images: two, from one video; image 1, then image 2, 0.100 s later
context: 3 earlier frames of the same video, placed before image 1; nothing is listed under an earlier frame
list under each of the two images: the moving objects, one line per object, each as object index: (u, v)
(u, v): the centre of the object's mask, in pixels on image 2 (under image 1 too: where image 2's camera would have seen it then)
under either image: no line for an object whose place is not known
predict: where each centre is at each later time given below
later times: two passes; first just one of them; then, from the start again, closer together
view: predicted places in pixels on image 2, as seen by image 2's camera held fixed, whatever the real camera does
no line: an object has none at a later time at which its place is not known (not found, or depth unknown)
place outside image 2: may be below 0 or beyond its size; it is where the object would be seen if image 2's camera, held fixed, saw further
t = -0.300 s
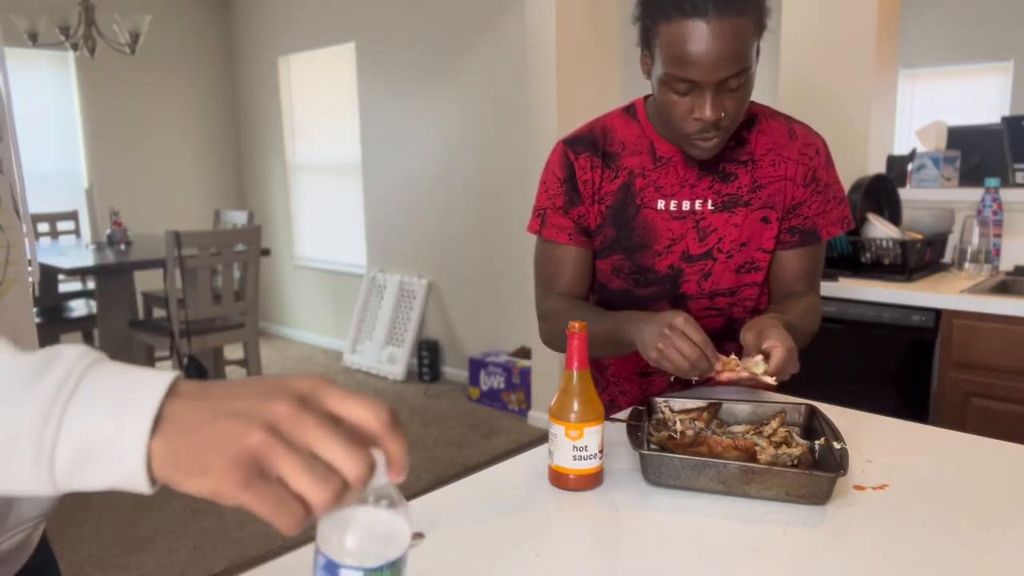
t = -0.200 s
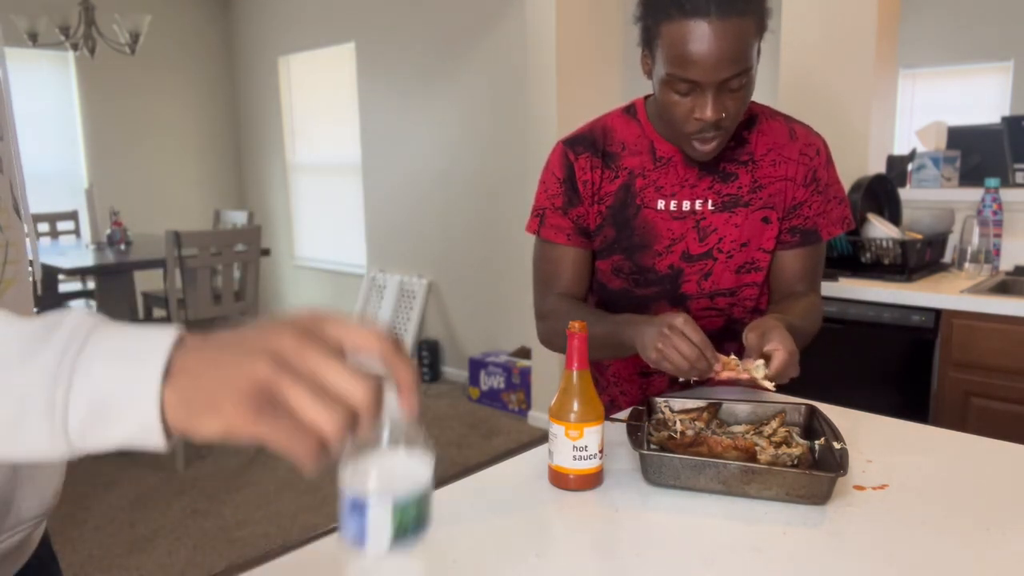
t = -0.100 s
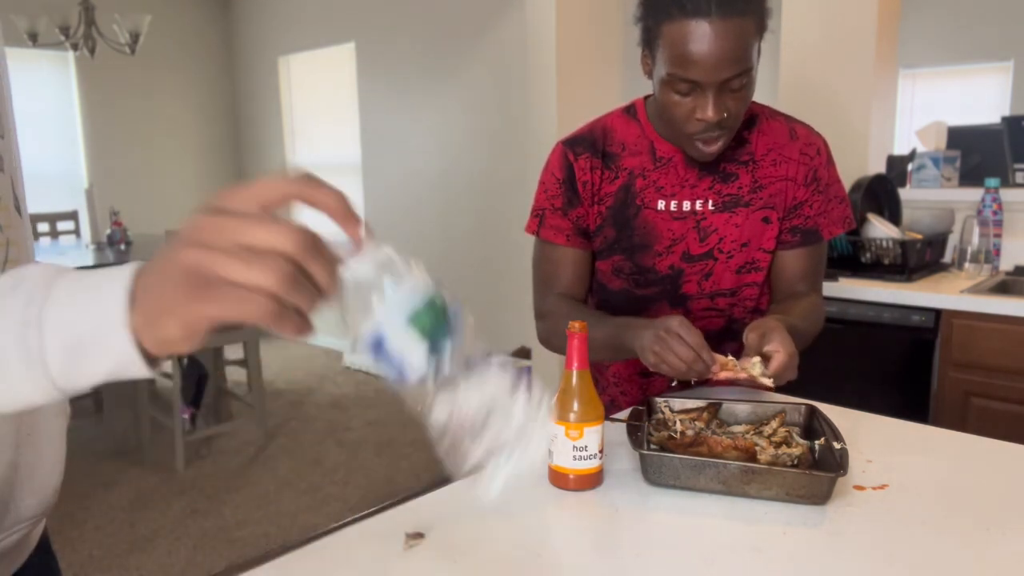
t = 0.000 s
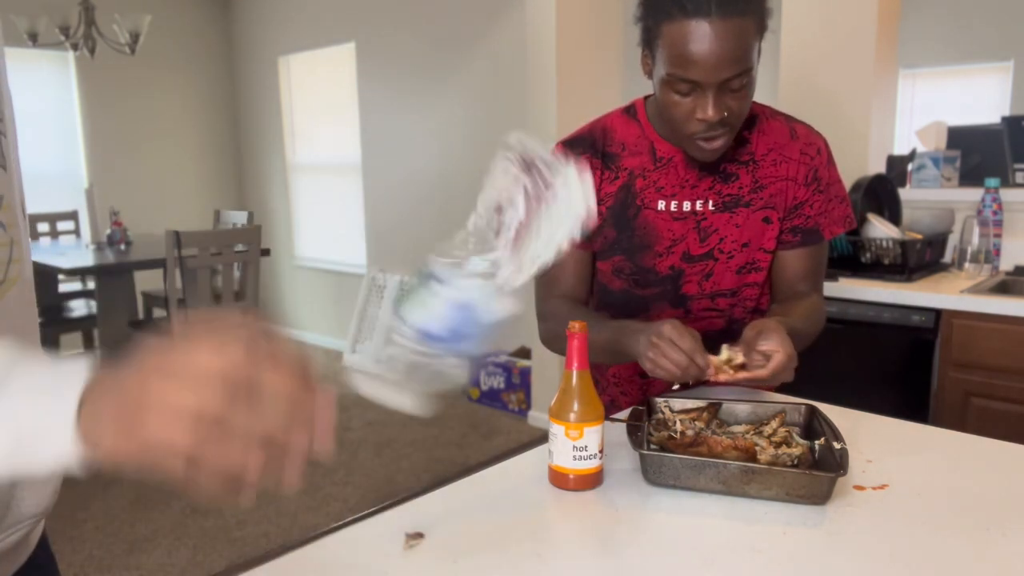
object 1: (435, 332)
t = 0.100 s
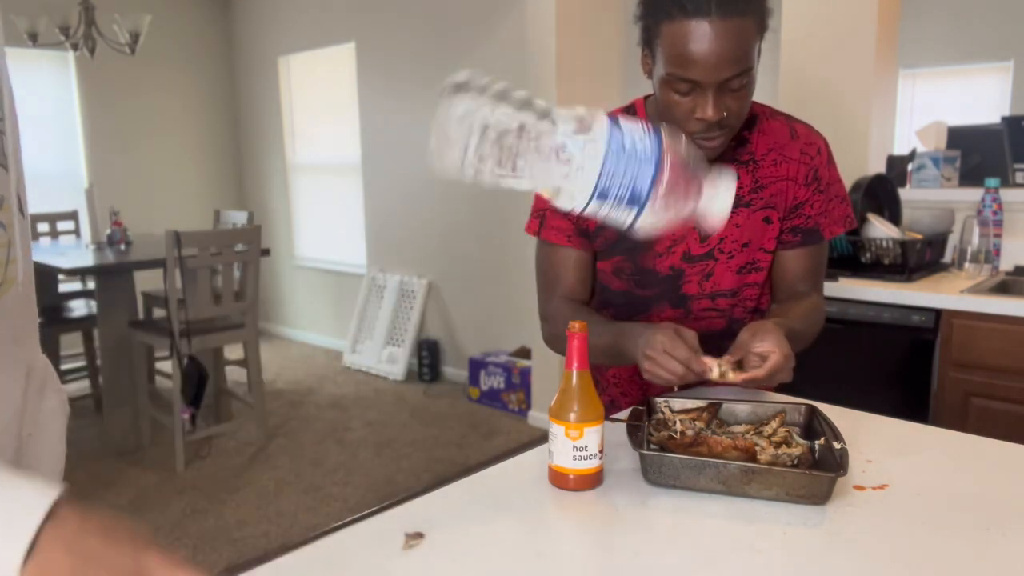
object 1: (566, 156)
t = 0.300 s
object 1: (594, 387)
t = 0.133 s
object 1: (557, 157)
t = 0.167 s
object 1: (556, 181)
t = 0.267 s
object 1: (612, 303)
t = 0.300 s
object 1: (594, 387)
